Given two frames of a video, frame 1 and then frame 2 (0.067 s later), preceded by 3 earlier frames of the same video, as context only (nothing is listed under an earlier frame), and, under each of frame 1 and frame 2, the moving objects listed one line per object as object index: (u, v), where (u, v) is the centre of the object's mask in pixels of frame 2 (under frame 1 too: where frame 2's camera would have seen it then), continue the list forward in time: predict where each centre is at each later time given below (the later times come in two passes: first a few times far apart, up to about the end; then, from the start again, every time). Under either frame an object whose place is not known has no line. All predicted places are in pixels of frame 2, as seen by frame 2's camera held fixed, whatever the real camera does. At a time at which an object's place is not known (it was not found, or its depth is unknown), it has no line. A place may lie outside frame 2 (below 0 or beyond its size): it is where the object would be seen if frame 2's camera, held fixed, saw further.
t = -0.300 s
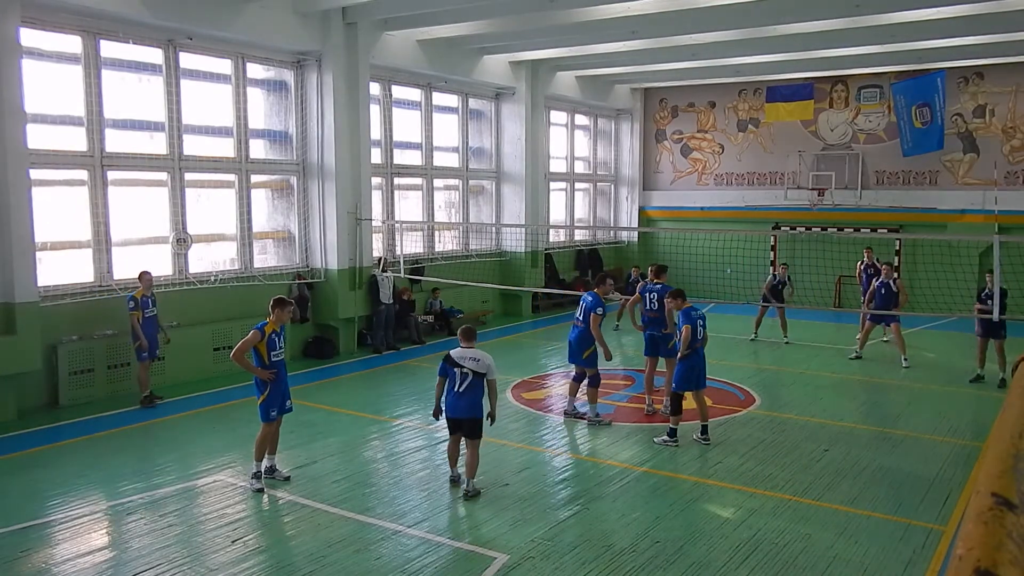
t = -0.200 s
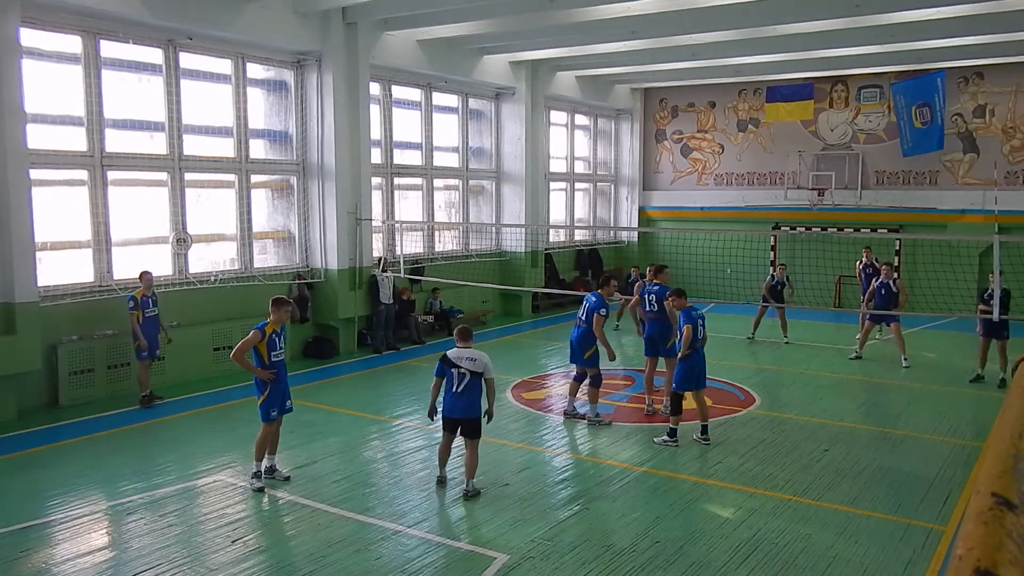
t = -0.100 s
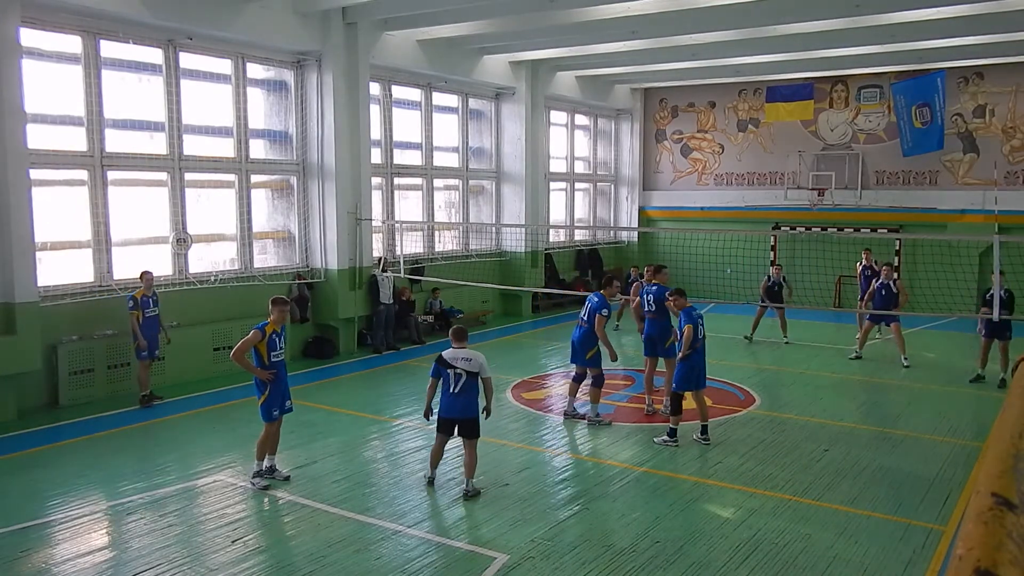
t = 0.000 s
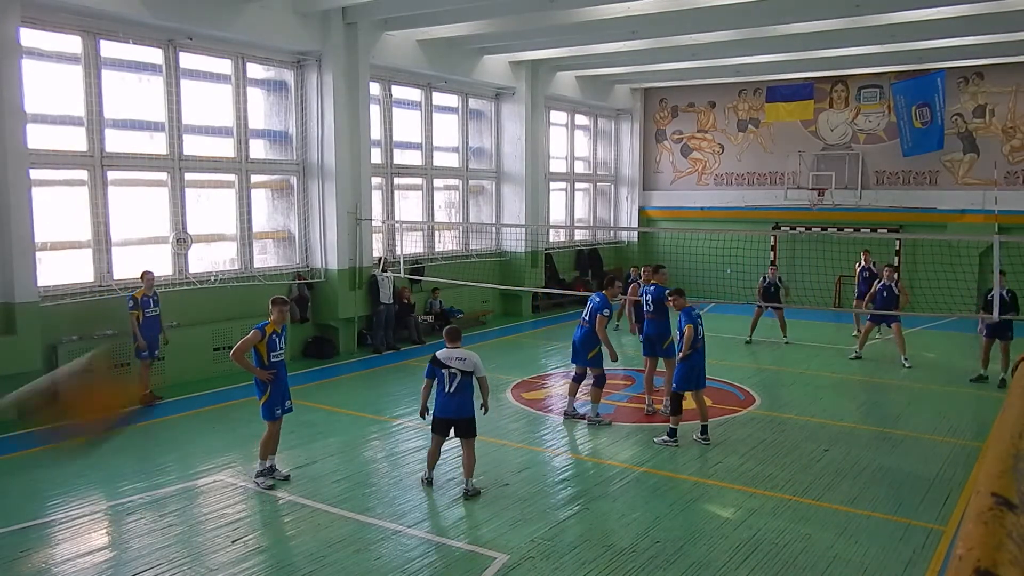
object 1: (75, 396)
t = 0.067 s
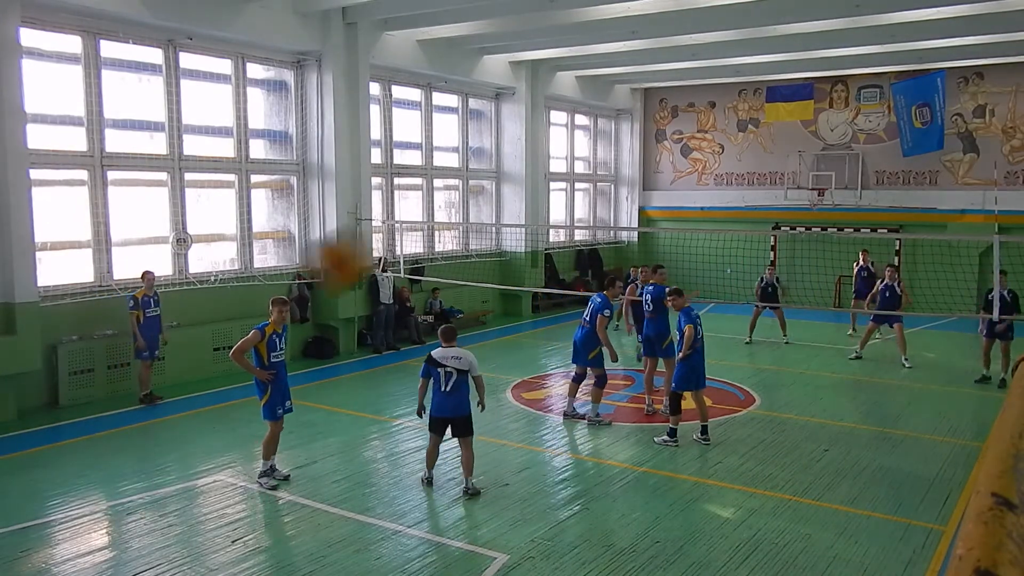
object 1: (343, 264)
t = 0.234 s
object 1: (591, 137)
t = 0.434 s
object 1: (696, 117)
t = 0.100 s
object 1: (416, 221)
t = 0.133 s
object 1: (475, 188)
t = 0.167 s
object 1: (522, 166)
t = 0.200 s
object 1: (559, 150)
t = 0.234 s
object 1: (591, 137)
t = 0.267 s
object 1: (614, 129)
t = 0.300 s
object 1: (636, 123)
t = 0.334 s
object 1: (655, 118)
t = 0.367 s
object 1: (668, 117)
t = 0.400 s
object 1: (683, 116)
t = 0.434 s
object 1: (696, 117)
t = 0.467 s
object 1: (704, 119)
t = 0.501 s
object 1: (714, 123)
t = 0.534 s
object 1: (723, 127)
